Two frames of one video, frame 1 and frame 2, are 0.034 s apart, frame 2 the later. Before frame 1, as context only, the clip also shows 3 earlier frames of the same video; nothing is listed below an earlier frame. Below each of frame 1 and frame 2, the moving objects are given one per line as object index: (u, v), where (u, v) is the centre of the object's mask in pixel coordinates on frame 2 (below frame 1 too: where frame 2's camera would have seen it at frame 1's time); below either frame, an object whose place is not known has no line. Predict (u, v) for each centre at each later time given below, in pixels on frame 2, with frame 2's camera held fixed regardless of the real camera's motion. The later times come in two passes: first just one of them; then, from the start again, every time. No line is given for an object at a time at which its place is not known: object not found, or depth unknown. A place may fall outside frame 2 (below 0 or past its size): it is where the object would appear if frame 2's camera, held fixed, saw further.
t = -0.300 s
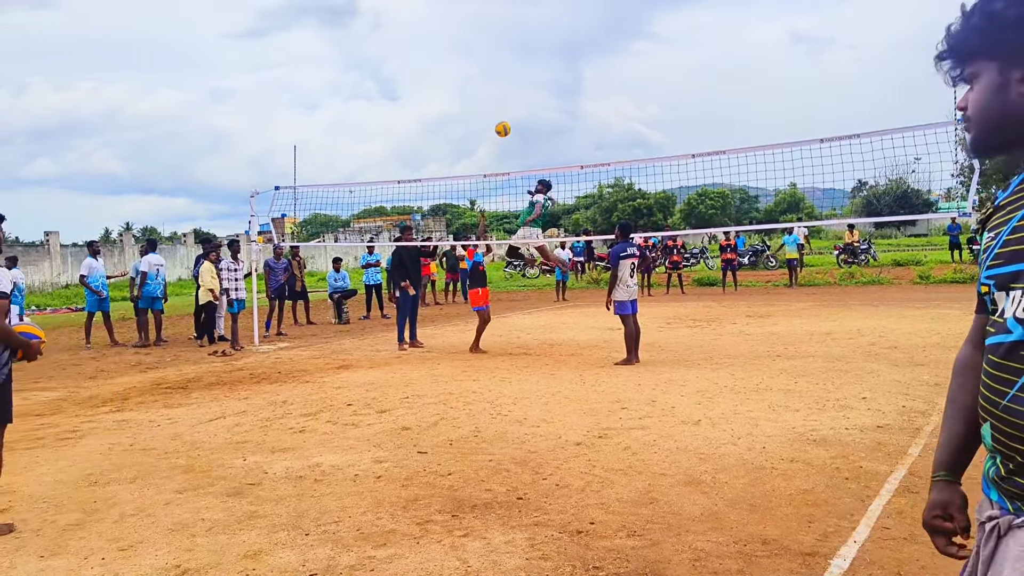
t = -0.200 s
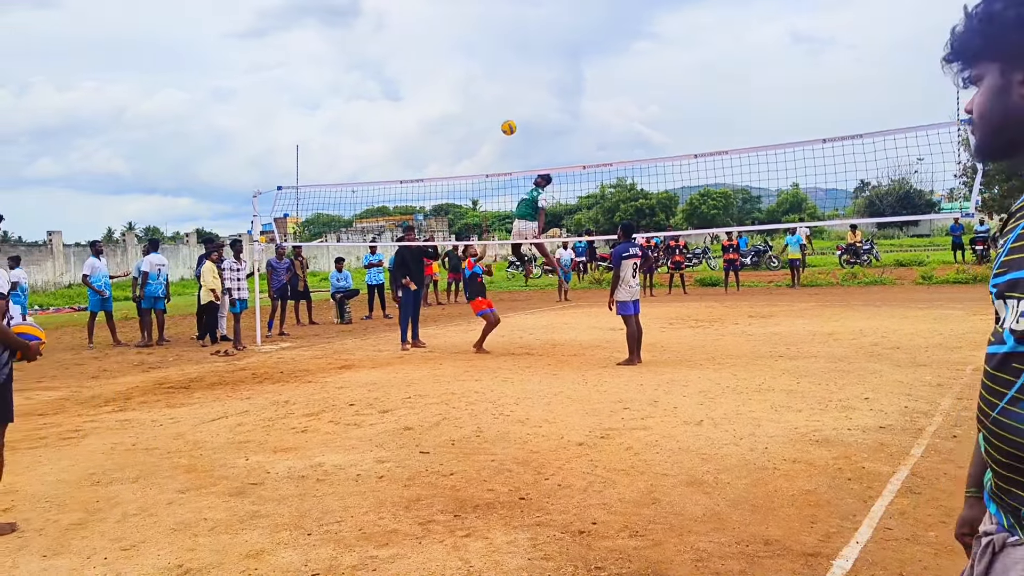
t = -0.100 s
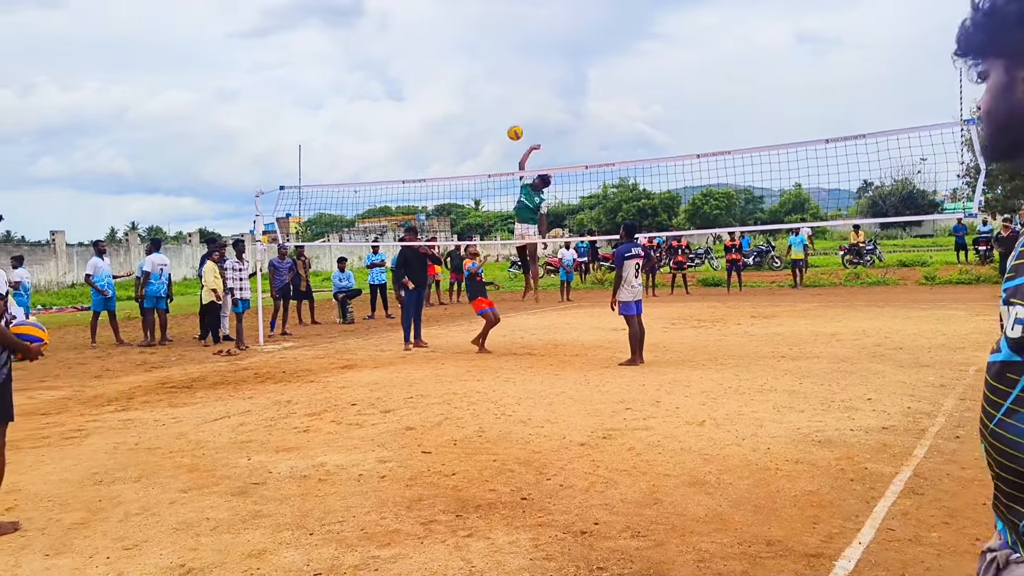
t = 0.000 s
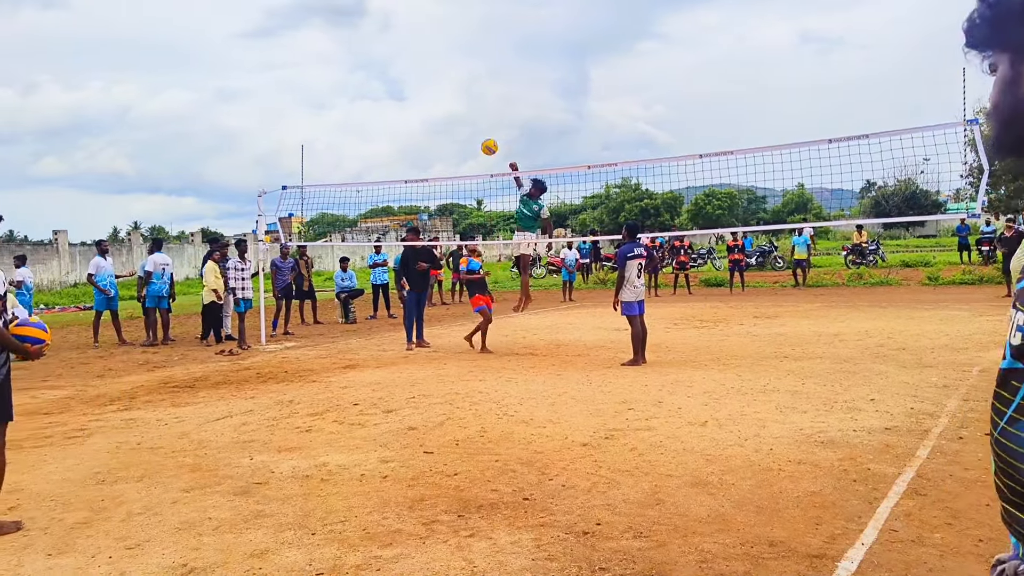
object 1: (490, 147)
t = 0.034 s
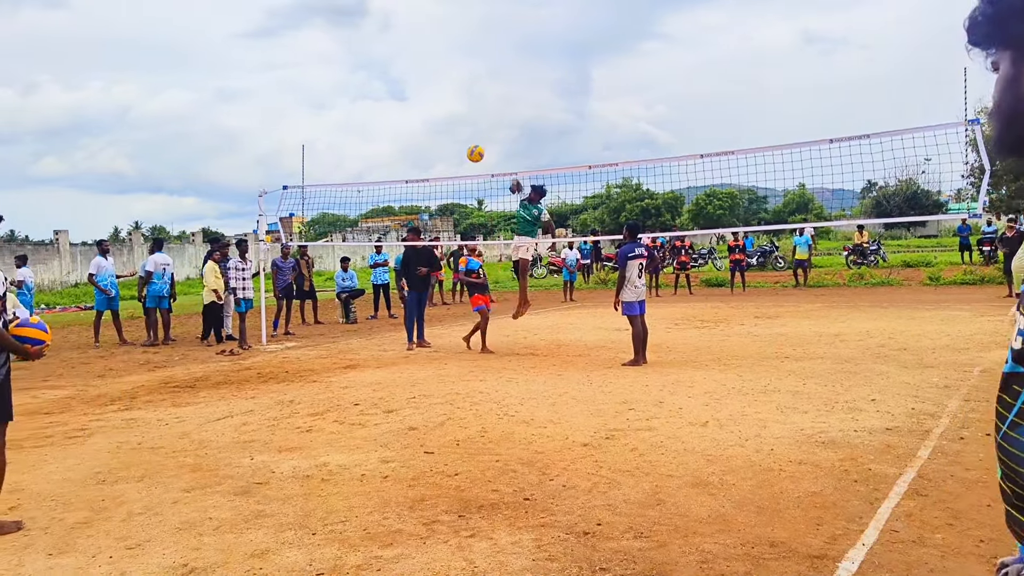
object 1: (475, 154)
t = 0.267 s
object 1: (342, 252)
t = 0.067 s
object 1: (460, 162)
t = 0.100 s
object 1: (443, 172)
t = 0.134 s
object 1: (425, 184)
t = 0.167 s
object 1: (407, 198)
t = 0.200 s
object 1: (386, 212)
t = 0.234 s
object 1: (365, 231)
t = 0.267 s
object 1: (342, 252)
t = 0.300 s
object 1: (317, 275)
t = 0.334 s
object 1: (290, 303)
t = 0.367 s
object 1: (261, 335)
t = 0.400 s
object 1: (230, 371)
